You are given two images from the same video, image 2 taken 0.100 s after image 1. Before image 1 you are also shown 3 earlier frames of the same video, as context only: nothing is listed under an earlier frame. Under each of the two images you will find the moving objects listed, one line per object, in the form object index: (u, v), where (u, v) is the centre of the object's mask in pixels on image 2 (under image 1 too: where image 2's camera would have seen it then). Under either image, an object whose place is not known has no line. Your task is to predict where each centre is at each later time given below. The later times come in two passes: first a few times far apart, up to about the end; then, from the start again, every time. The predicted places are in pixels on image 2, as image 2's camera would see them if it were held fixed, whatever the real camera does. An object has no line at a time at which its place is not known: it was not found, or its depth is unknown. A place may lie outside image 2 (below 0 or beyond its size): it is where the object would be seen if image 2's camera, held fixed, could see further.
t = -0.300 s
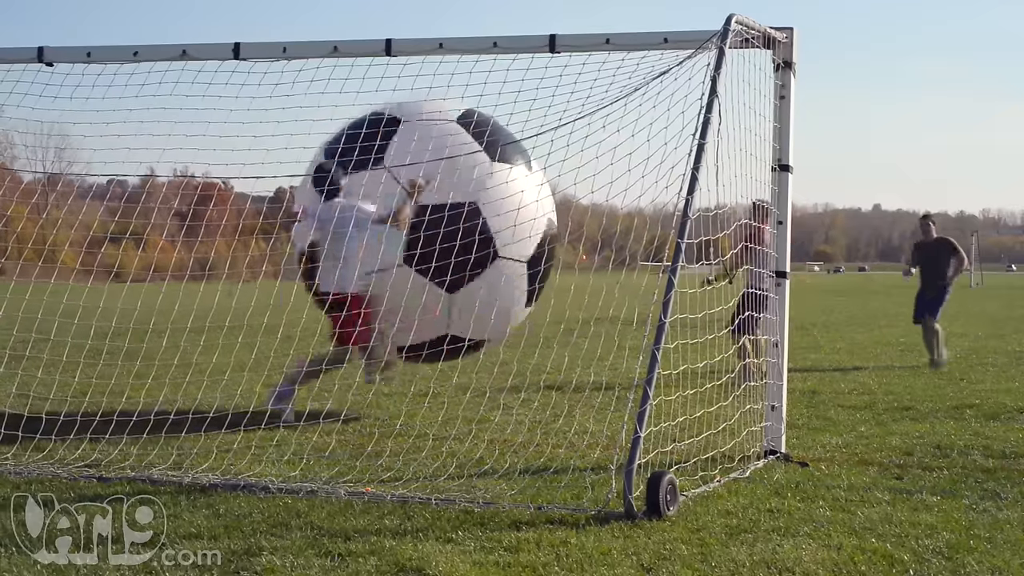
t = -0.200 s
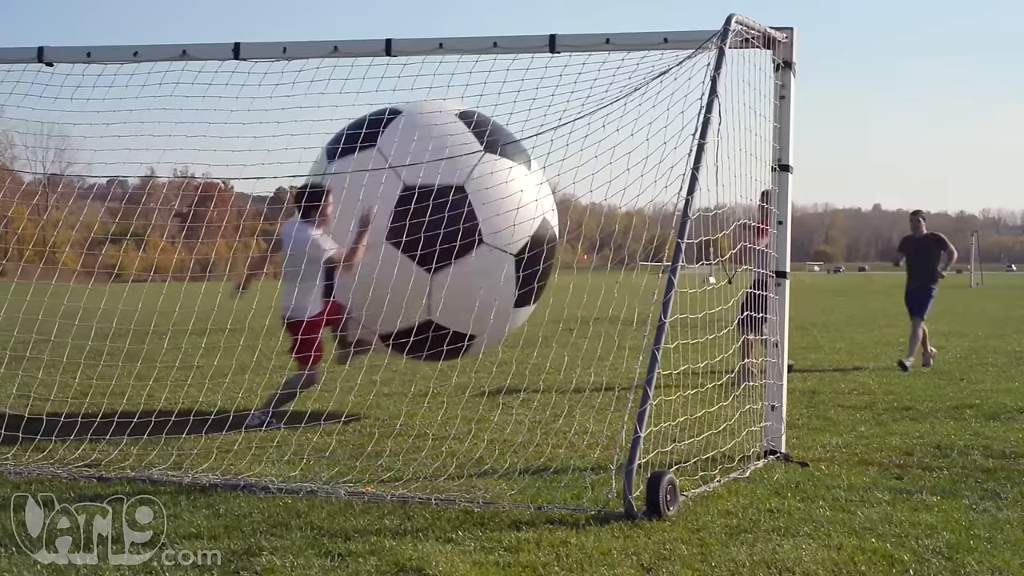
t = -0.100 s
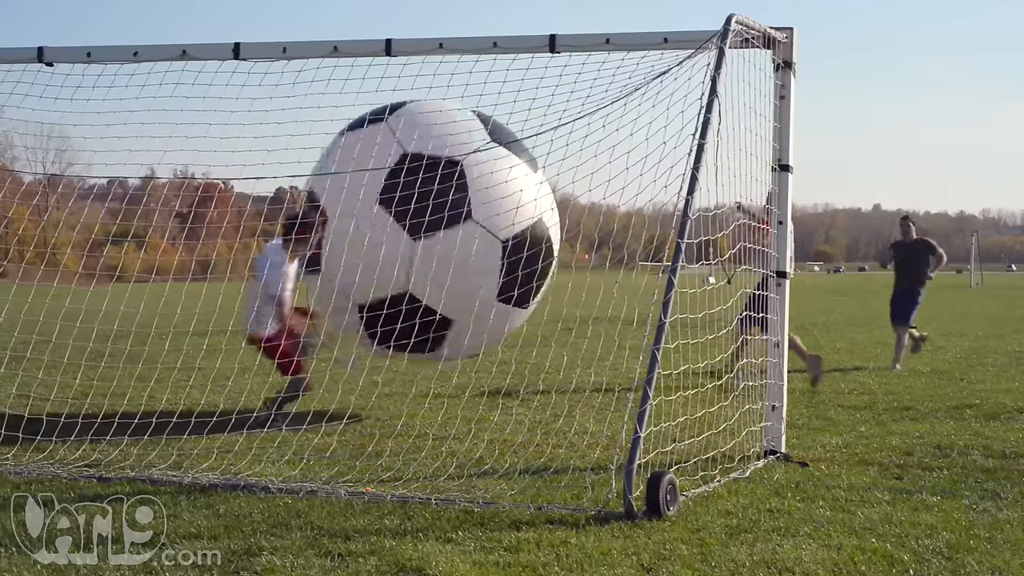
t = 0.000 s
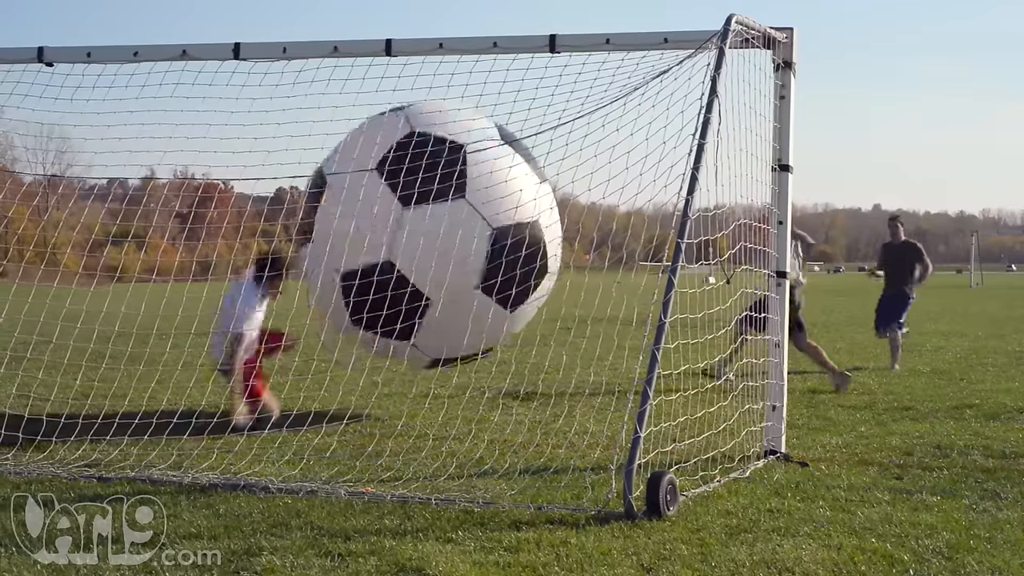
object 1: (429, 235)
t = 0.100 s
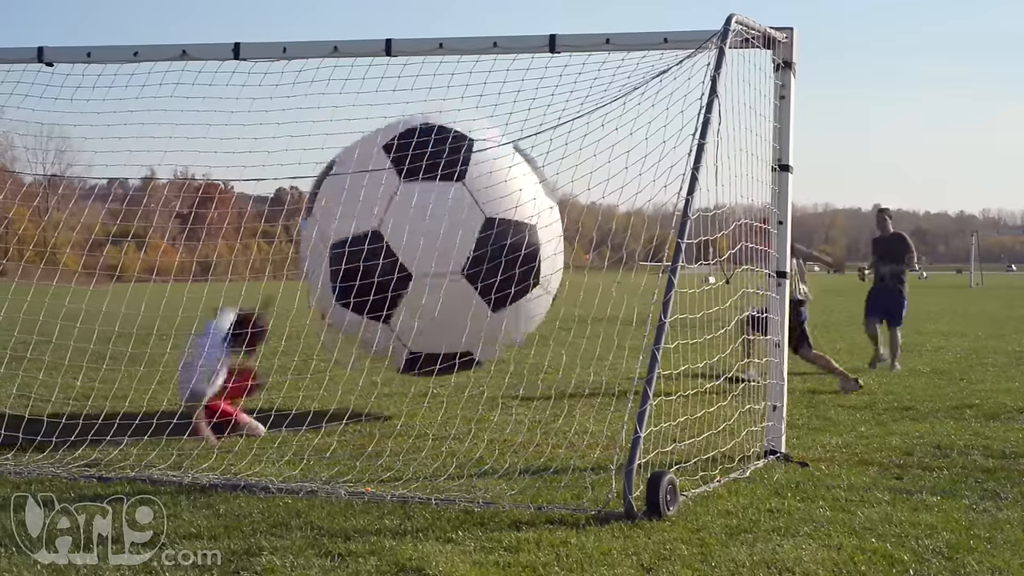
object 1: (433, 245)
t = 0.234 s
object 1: (436, 262)
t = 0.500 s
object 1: (449, 298)
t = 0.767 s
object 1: (471, 271)
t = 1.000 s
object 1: (483, 264)
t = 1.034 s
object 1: (485, 265)
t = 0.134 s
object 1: (432, 250)
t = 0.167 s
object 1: (434, 253)
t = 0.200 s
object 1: (435, 257)
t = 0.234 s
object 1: (436, 262)
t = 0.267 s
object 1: (438, 268)
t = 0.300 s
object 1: (439, 277)
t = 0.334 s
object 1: (440, 283)
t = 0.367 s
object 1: (442, 288)
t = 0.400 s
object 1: (444, 294)
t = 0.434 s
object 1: (445, 297)
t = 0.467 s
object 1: (447, 299)
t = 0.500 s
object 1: (449, 298)
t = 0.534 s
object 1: (451, 297)
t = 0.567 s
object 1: (453, 294)
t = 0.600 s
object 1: (455, 291)
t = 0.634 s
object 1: (458, 287)
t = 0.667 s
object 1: (460, 282)
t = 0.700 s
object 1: (465, 278)
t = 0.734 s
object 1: (468, 274)
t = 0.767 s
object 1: (471, 271)
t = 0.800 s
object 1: (473, 269)
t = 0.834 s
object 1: (475, 267)
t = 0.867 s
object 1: (476, 265)
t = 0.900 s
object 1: (478, 263)
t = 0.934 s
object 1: (480, 263)
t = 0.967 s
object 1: (482, 263)
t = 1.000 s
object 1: (483, 264)
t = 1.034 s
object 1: (485, 265)
